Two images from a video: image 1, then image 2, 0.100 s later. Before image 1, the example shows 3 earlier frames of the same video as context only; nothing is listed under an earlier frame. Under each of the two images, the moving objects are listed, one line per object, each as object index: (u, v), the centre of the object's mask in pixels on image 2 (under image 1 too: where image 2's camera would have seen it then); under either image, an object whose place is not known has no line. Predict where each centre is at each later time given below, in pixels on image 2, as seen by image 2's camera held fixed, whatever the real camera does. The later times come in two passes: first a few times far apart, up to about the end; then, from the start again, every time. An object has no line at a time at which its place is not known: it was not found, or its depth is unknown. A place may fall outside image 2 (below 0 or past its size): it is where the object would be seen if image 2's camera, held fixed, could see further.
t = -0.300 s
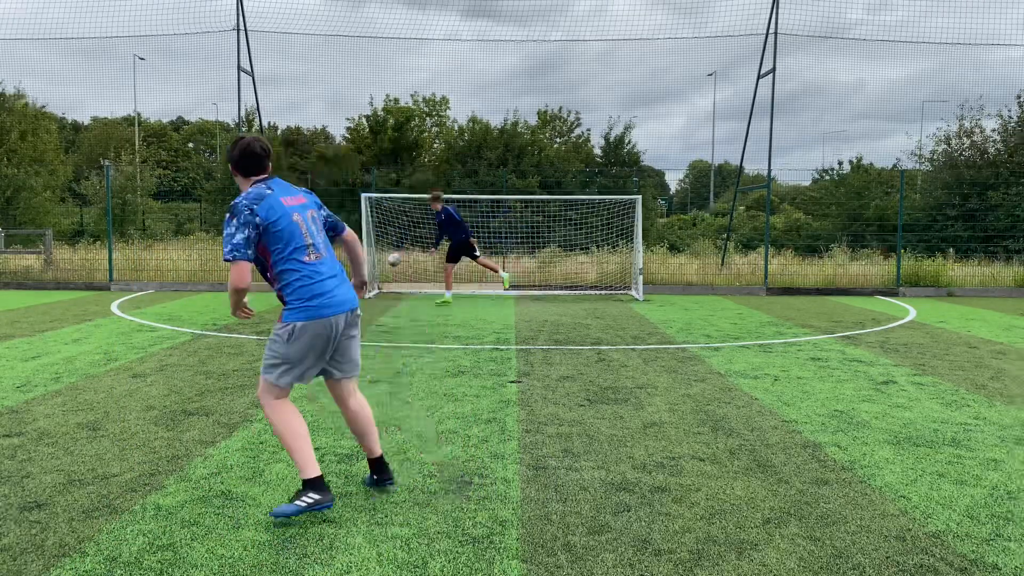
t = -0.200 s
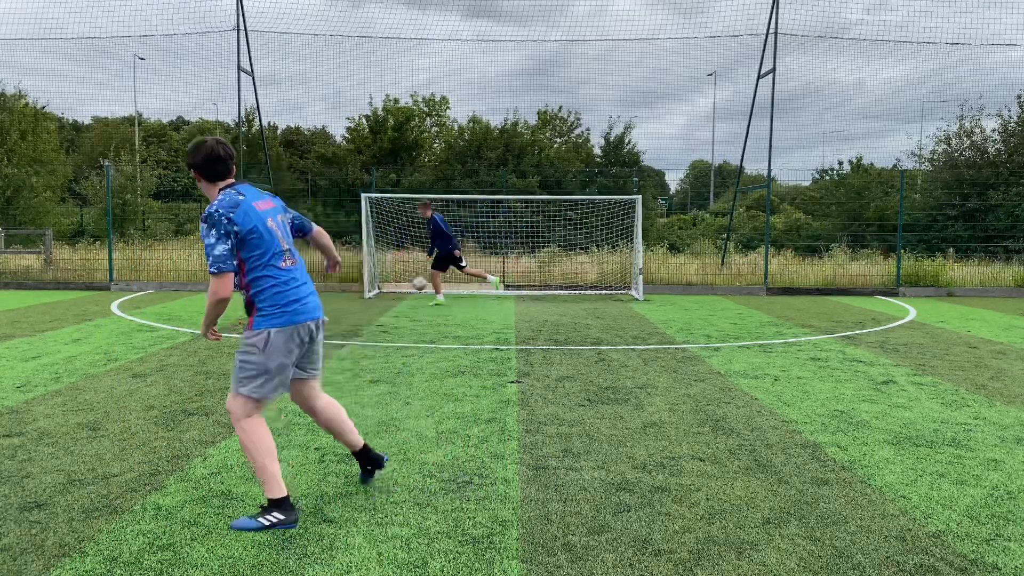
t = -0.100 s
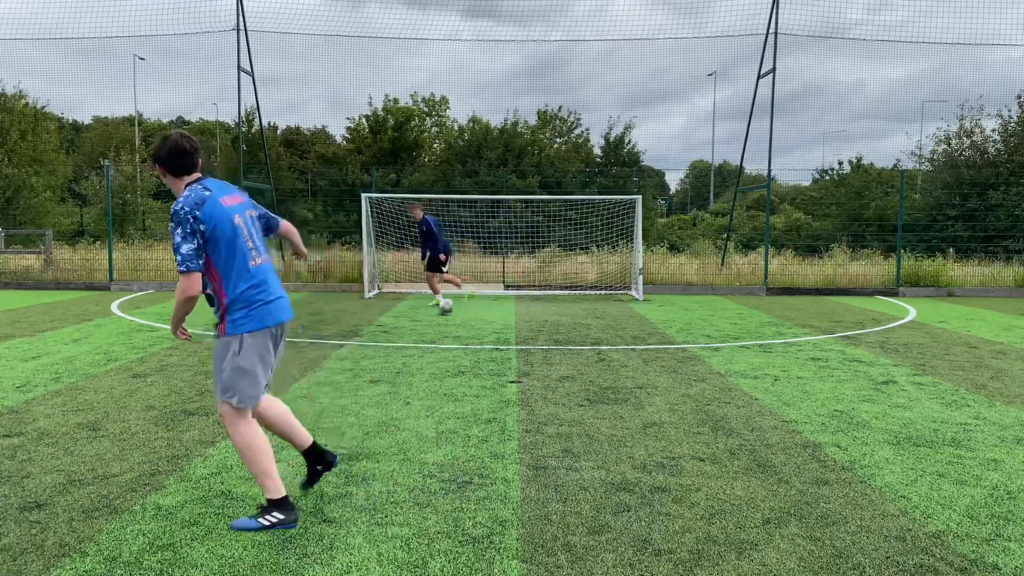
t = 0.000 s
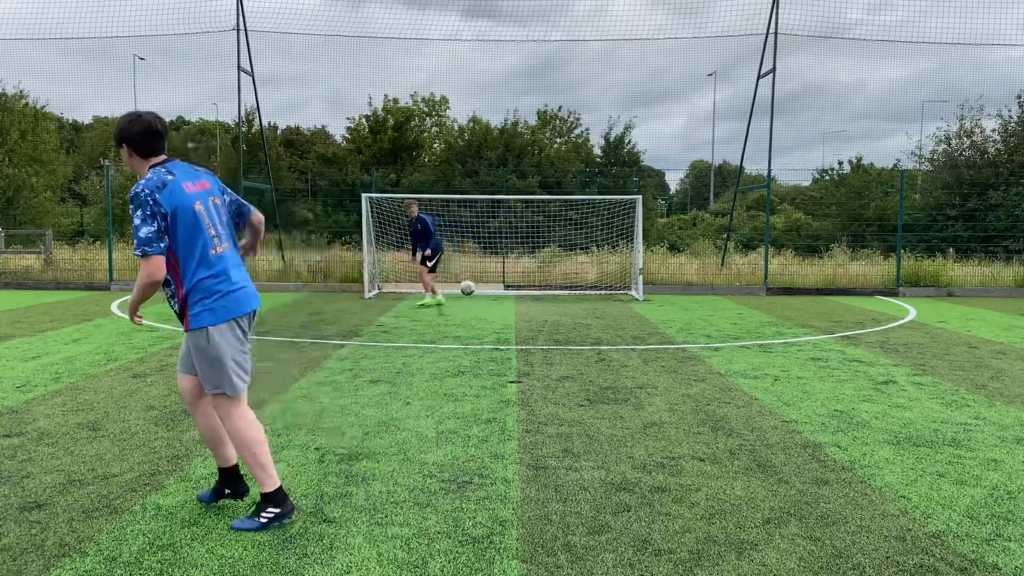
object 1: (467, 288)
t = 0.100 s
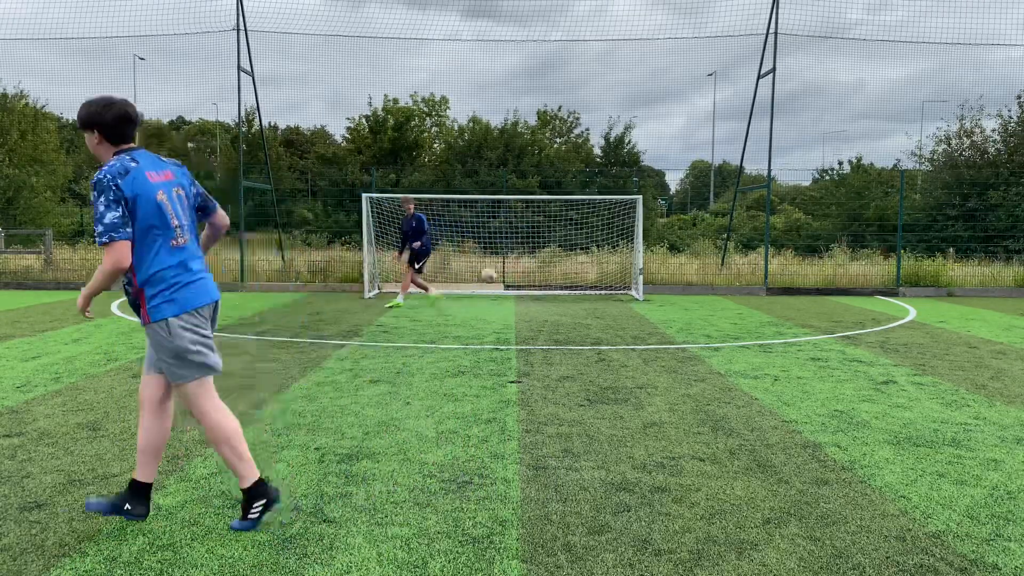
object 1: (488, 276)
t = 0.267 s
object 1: (529, 271)
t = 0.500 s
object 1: (593, 304)
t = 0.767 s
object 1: (687, 326)
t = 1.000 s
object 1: (795, 343)
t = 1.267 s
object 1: (949, 376)
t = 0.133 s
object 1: (497, 273)
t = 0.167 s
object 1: (505, 271)
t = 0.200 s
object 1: (513, 270)
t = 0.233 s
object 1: (520, 269)
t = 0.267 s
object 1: (529, 271)
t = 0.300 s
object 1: (537, 273)
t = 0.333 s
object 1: (548, 276)
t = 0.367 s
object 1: (556, 280)
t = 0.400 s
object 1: (564, 284)
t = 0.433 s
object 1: (573, 288)
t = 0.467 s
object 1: (583, 296)
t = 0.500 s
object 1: (593, 304)
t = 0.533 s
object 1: (604, 312)
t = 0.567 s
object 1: (614, 323)
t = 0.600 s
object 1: (623, 333)
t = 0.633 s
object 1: (635, 341)
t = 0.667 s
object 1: (647, 335)
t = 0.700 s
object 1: (660, 332)
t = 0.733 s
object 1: (673, 329)
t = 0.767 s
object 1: (687, 326)
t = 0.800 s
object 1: (701, 325)
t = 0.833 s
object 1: (715, 325)
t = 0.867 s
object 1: (730, 326)
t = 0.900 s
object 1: (746, 328)
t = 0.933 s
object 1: (762, 332)
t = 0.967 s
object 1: (778, 337)
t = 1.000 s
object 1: (795, 343)
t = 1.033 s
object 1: (813, 351)
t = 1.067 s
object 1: (830, 360)
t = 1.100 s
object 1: (848, 371)
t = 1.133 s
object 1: (867, 383)
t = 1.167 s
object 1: (887, 380)
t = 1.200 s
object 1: (908, 378)
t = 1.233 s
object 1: (928, 376)
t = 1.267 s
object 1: (949, 376)
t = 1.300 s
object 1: (973, 378)
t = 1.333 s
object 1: (996, 382)
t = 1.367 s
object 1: (1016, 386)
